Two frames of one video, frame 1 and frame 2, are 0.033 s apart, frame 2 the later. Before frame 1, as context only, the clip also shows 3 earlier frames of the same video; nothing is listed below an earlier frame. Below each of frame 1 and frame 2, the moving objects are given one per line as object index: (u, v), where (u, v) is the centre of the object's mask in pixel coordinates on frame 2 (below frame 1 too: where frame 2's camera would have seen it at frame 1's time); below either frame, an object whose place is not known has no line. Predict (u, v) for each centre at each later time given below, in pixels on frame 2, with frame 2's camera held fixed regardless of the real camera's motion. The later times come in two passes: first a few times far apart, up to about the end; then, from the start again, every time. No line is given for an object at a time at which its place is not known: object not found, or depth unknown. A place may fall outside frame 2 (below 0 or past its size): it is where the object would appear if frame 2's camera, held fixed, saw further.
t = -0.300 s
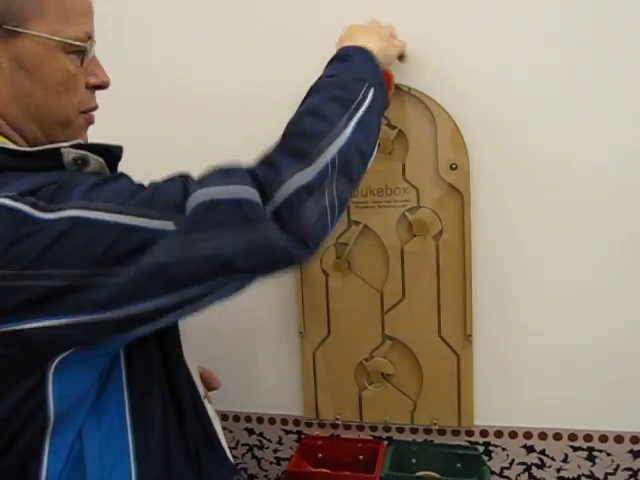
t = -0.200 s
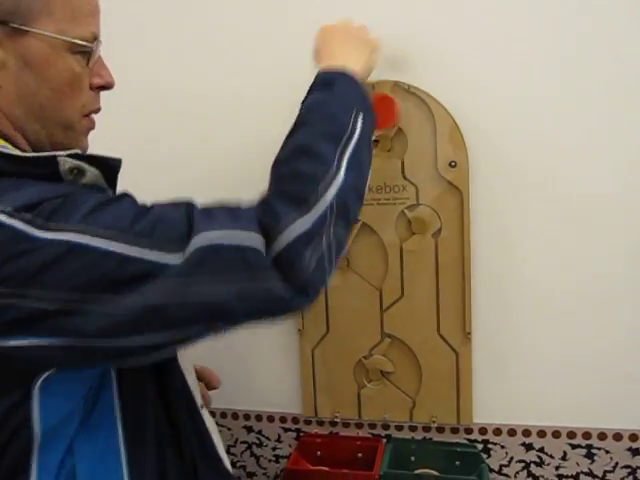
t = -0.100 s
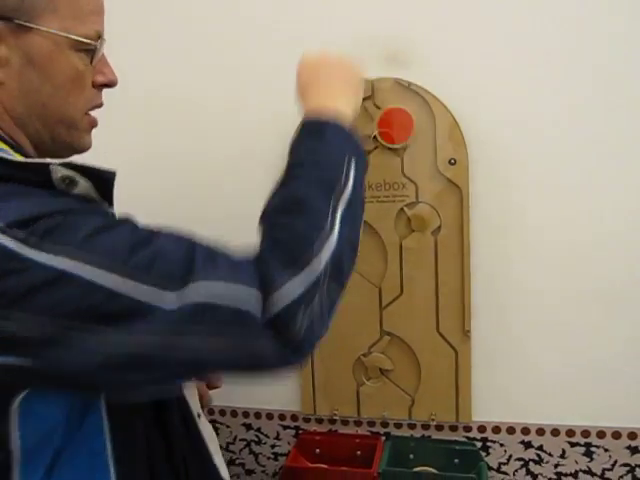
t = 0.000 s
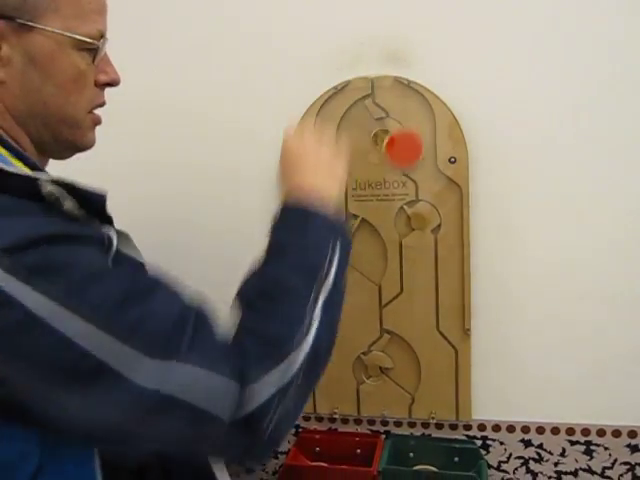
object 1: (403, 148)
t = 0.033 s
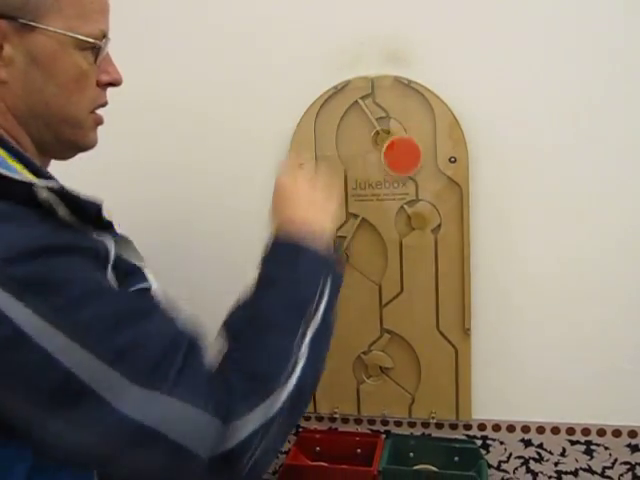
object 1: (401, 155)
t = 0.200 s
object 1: (413, 204)
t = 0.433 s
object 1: (401, 272)
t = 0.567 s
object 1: (380, 322)
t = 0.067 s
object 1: (401, 162)
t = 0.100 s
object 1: (405, 174)
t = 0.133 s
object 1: (414, 182)
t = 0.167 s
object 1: (415, 195)
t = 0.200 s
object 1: (413, 204)
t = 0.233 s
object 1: (407, 209)
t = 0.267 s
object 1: (402, 215)
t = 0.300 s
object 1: (397, 226)
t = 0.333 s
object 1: (400, 236)
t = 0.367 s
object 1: (400, 242)
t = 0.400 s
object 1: (400, 254)
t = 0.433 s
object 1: (401, 272)
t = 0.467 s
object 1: (398, 294)
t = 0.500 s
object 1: (384, 307)
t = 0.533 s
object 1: (380, 314)
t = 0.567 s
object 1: (380, 322)
